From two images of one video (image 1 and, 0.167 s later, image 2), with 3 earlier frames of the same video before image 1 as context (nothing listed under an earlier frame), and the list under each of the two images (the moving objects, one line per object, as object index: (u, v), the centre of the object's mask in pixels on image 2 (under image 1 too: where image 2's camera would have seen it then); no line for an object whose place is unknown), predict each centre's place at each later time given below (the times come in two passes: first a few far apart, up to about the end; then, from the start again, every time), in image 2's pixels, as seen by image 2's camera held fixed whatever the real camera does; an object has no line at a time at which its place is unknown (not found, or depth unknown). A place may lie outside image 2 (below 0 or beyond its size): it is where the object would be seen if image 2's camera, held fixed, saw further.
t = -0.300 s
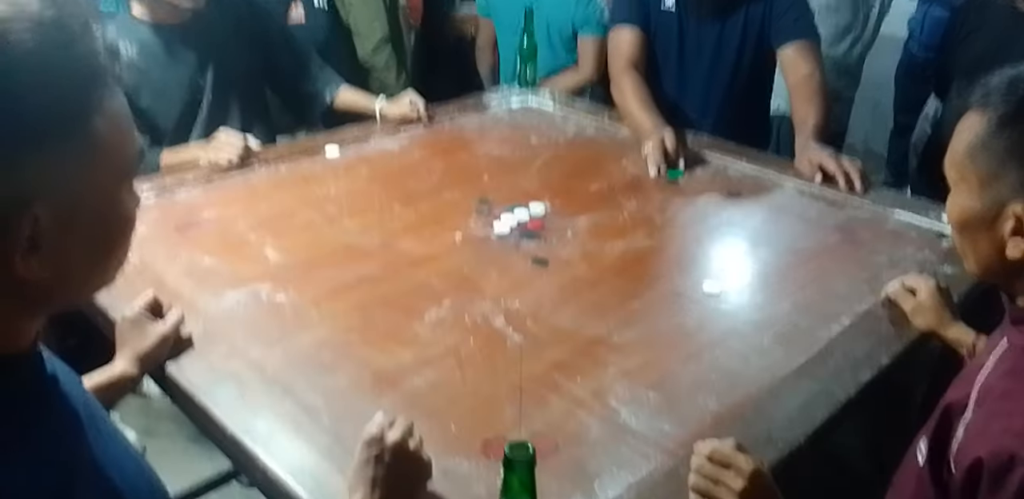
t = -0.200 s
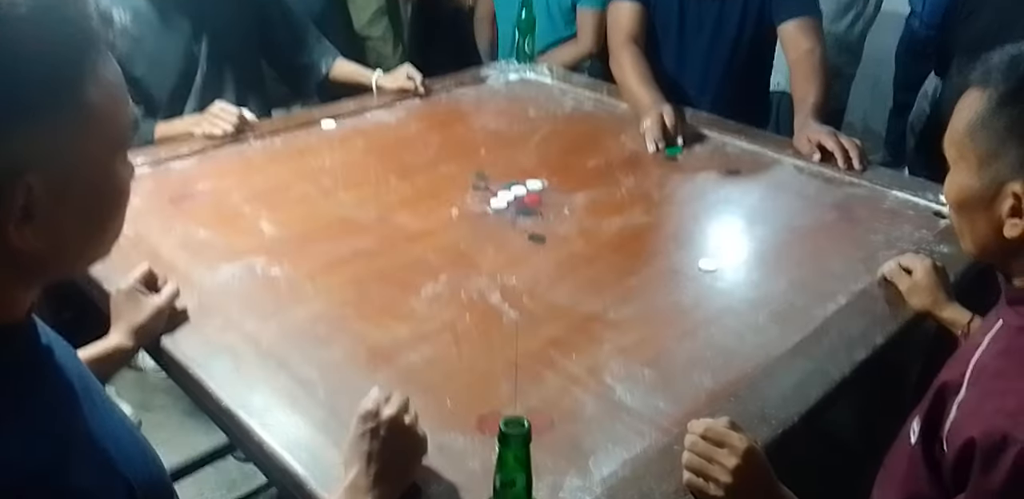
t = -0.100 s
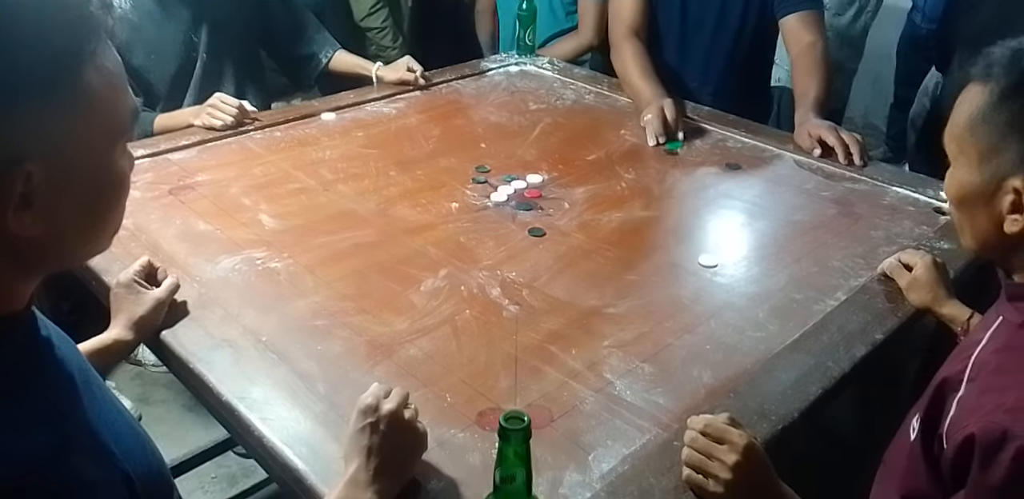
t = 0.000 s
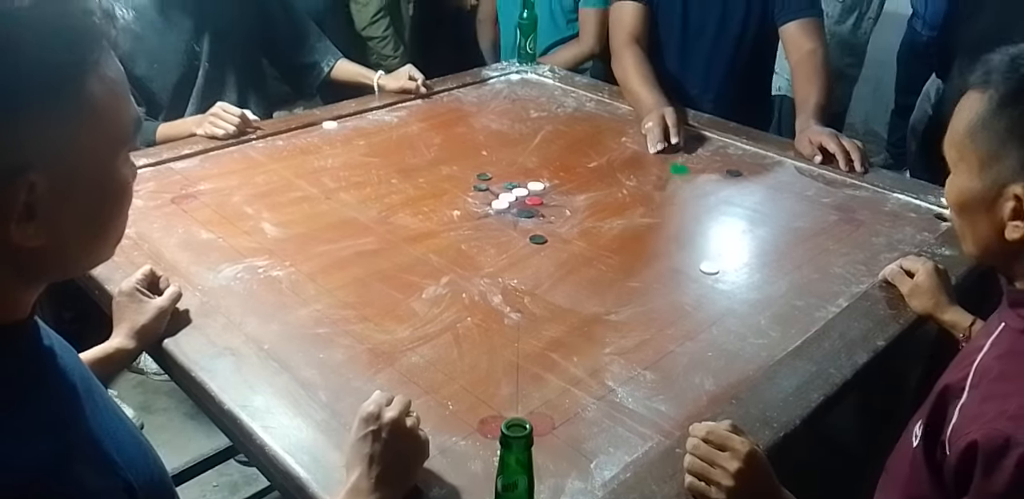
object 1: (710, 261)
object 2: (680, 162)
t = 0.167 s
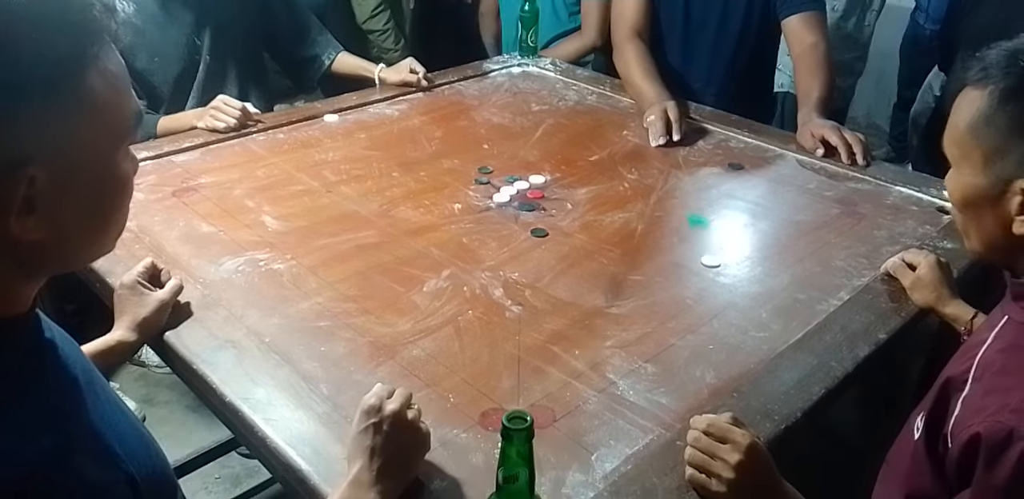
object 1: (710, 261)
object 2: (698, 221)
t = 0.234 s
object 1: (711, 261)
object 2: (705, 247)
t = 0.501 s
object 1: (718, 367)
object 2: (711, 259)
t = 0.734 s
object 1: (624, 362)
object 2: (711, 259)
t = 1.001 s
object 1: (589, 362)
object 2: (711, 259)
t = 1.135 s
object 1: (588, 362)
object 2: (711, 259)
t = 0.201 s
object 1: (710, 261)
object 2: (702, 233)
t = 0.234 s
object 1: (711, 261)
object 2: (705, 247)
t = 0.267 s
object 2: (709, 252)
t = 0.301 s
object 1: (719, 286)
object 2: (710, 254)
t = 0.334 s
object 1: (725, 305)
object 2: (710, 256)
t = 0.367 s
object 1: (730, 322)
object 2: (711, 257)
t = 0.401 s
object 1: (736, 340)
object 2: (711, 258)
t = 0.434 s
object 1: (742, 358)
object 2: (711, 259)
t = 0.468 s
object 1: (735, 367)
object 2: (711, 258)
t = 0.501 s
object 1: (718, 367)
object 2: (711, 259)
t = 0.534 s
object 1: (700, 366)
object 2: (711, 259)
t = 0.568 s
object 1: (684, 366)
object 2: (711, 259)
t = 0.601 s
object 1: (669, 365)
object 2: (711, 259)
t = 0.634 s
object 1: (656, 364)
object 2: (711, 259)
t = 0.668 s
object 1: (644, 363)
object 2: (712, 259)
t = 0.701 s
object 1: (633, 363)
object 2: (712, 259)
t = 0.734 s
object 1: (624, 362)
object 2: (711, 259)
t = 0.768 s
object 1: (615, 362)
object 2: (711, 259)
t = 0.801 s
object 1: (608, 362)
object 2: (711, 259)
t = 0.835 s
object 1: (601, 362)
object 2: (711, 259)
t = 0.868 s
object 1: (596, 361)
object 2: (711, 259)
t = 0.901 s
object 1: (593, 361)
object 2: (711, 259)
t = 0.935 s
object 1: (591, 361)
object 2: (711, 259)
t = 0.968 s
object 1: (589, 361)
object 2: (711, 259)
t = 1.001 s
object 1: (589, 362)
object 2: (711, 259)
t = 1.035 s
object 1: (588, 362)
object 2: (711, 259)
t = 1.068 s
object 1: (589, 361)
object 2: (711, 259)
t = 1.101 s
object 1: (589, 361)
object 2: (711, 259)
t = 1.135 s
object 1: (588, 362)
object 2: (711, 259)
